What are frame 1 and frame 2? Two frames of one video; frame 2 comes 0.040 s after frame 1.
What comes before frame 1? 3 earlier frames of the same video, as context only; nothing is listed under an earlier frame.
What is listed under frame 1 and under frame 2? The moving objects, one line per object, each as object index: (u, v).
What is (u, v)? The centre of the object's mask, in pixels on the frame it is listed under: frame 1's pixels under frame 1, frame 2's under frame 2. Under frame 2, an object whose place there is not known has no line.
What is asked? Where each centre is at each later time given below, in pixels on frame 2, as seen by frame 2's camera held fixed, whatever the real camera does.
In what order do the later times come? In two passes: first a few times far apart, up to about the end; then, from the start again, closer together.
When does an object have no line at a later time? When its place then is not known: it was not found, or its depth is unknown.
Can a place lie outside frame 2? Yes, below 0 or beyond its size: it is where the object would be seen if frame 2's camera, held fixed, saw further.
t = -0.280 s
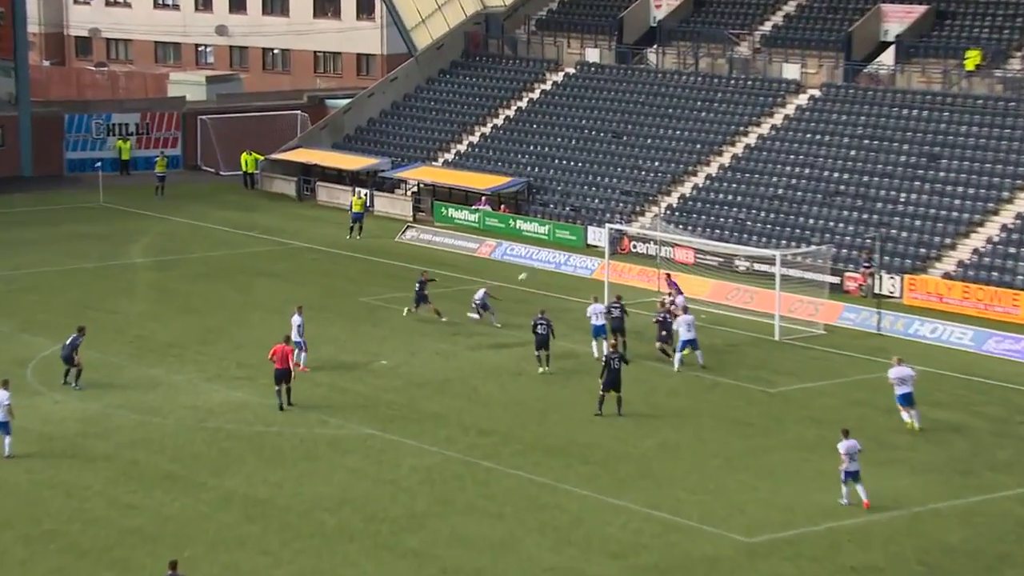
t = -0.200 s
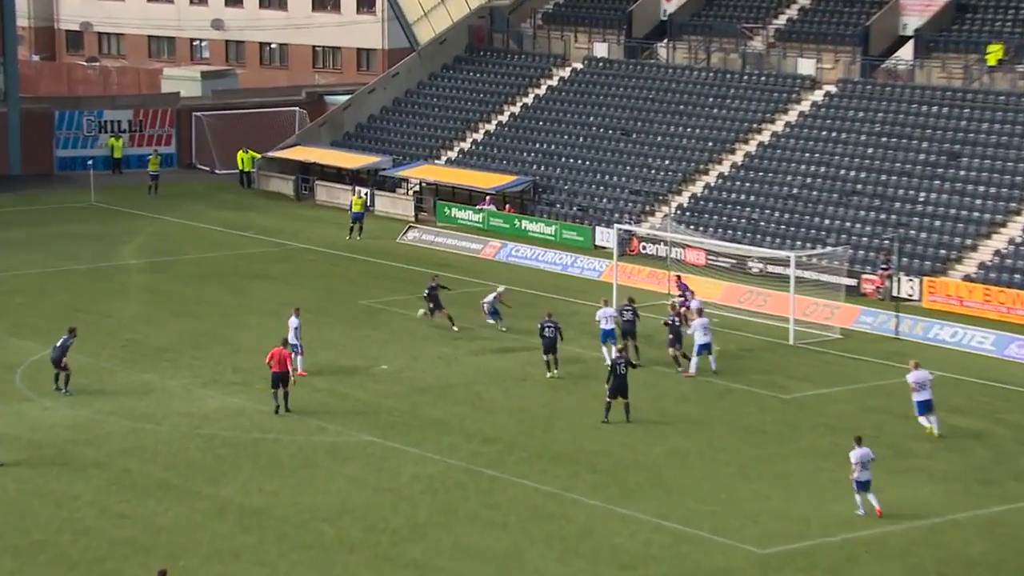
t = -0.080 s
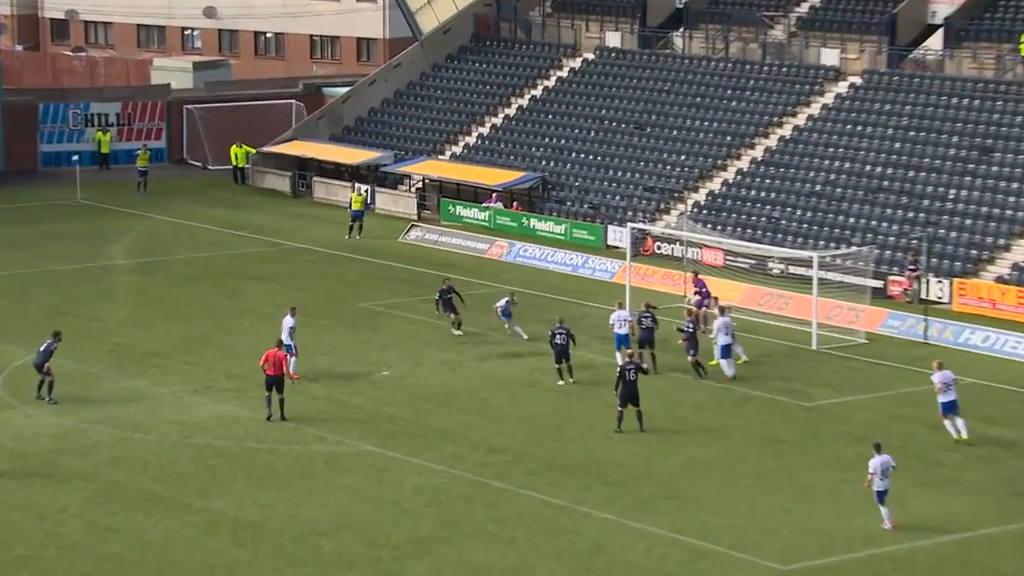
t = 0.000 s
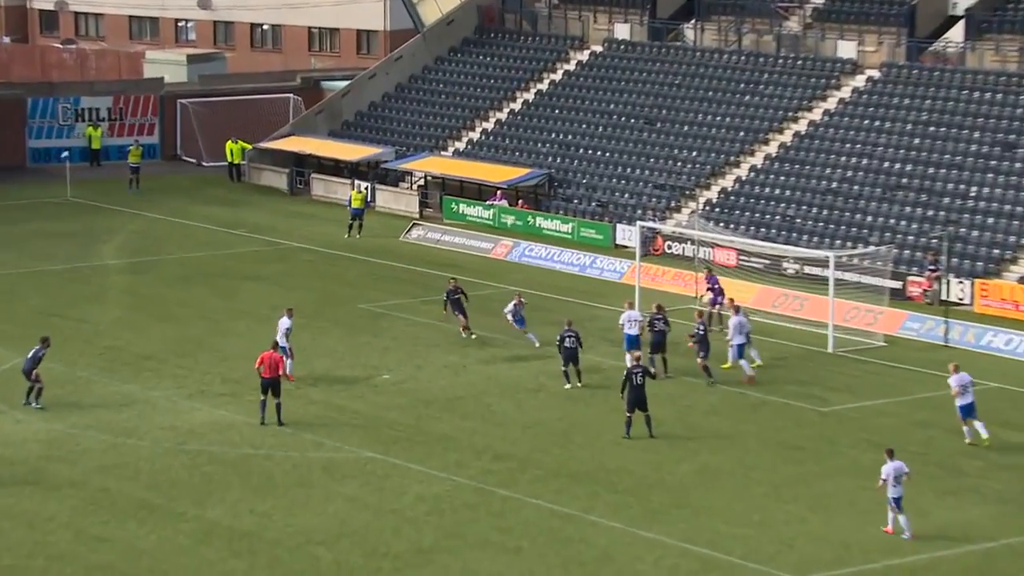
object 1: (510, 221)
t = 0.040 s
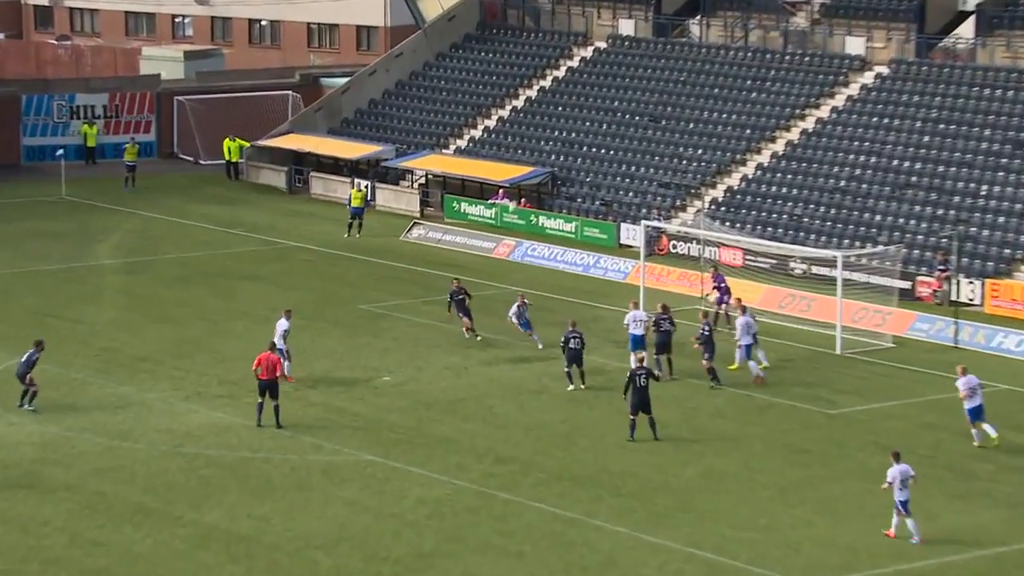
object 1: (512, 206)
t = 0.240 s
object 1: (513, 143)
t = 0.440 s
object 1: (505, 96)
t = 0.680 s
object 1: (490, 54)
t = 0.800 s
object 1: (482, 40)
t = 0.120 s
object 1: (513, 178)
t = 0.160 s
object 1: (514, 164)
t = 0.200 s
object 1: (513, 153)
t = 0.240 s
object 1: (513, 143)
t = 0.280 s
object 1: (511, 135)
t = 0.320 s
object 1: (509, 125)
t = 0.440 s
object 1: (505, 96)
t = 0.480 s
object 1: (503, 87)
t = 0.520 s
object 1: (500, 79)
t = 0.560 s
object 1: (499, 71)
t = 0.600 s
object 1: (496, 64)
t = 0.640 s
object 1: (493, 57)
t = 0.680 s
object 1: (490, 54)
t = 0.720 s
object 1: (488, 48)
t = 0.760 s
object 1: (484, 44)
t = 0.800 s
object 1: (482, 40)
